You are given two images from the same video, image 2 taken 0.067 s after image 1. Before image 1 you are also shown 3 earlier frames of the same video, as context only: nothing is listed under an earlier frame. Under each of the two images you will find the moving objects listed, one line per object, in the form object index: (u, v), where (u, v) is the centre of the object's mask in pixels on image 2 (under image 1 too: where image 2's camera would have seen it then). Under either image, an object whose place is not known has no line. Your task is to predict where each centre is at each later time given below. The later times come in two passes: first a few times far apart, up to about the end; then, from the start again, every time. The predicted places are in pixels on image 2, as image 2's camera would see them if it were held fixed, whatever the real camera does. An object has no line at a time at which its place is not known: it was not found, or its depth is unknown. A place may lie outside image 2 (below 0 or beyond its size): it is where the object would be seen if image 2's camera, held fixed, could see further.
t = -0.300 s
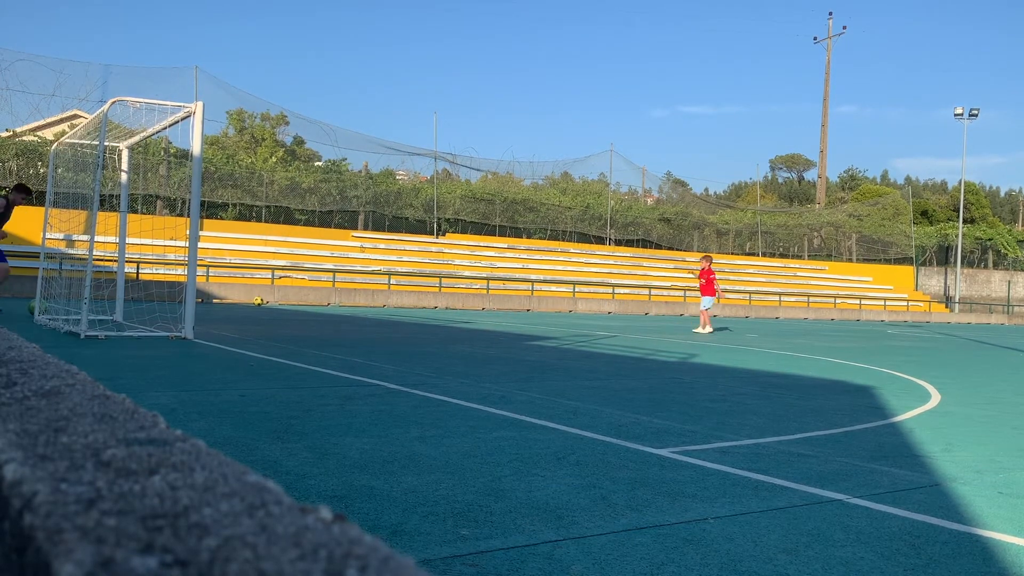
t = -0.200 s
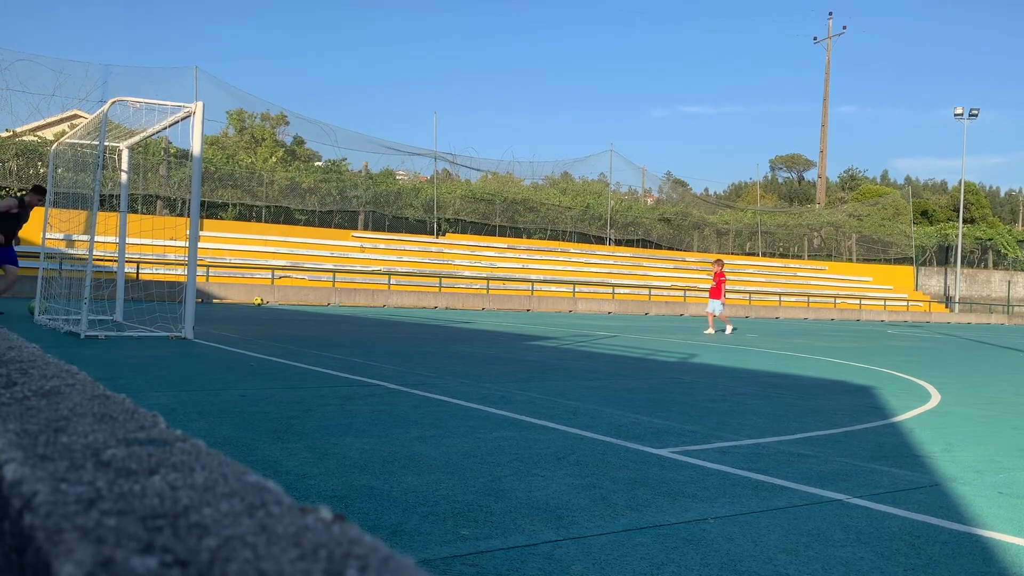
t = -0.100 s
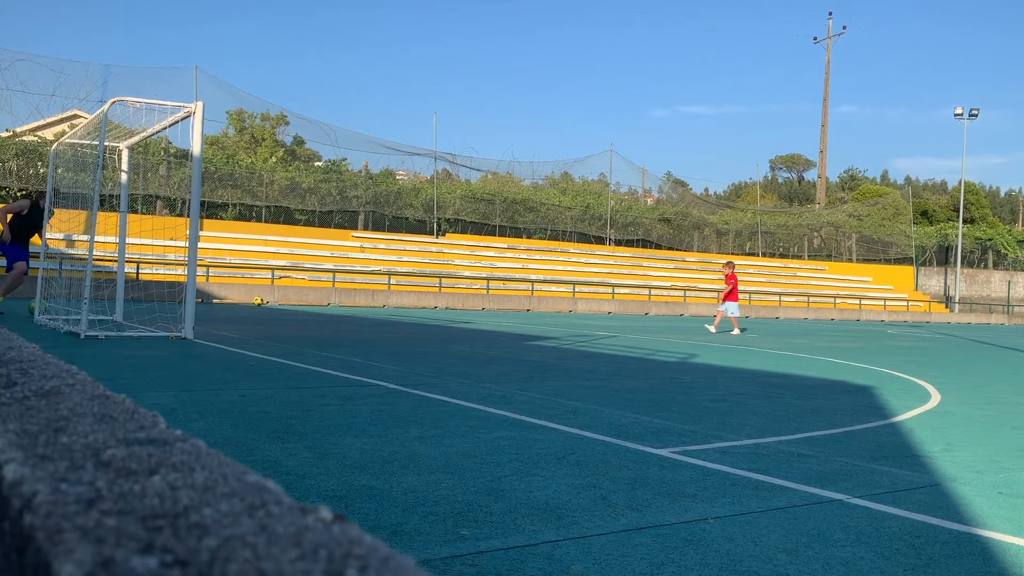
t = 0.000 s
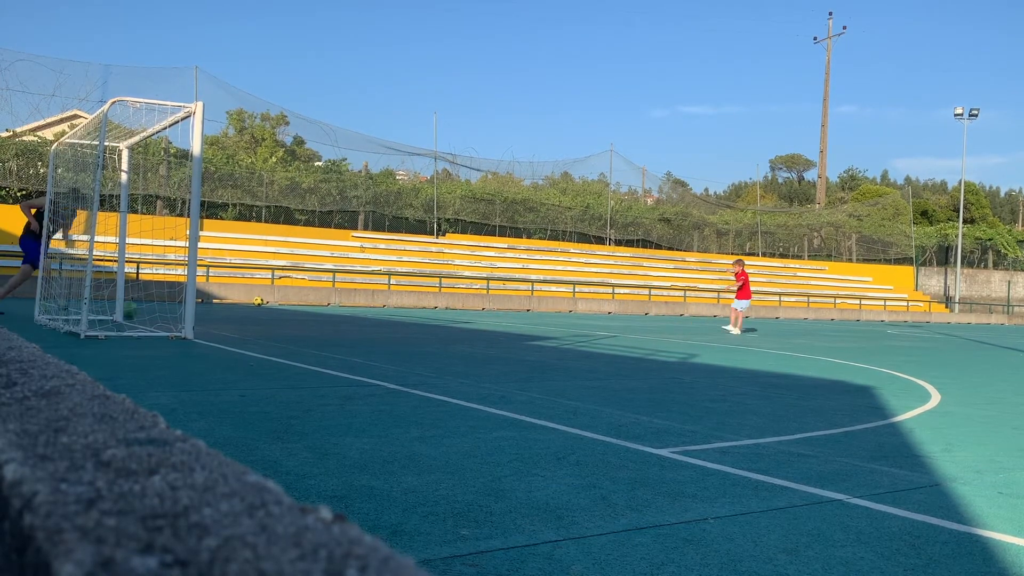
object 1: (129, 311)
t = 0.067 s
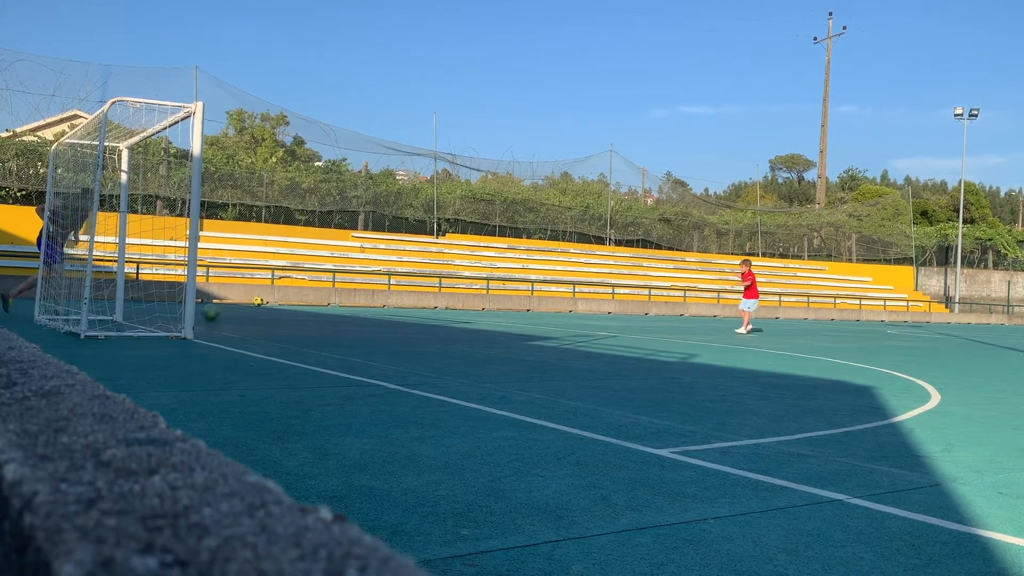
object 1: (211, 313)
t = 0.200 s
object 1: (355, 316)
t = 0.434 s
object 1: (550, 321)
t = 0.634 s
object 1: (679, 325)
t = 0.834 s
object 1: (781, 329)
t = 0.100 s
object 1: (249, 313)
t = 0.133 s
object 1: (285, 314)
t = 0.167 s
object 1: (322, 315)
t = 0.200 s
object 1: (355, 316)
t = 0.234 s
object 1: (387, 317)
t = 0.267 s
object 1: (417, 318)
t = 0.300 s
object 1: (446, 318)
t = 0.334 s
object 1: (474, 320)
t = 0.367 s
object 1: (500, 320)
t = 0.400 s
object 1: (526, 320)
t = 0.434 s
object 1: (550, 321)
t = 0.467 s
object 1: (574, 322)
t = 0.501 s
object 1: (596, 323)
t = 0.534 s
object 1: (618, 324)
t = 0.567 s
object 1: (639, 324)
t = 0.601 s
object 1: (659, 325)
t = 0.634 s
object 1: (679, 325)
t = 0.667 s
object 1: (698, 327)
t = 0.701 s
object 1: (715, 327)
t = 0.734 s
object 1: (733, 328)
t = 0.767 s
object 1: (749, 328)
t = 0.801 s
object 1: (765, 329)
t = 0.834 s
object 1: (781, 329)
